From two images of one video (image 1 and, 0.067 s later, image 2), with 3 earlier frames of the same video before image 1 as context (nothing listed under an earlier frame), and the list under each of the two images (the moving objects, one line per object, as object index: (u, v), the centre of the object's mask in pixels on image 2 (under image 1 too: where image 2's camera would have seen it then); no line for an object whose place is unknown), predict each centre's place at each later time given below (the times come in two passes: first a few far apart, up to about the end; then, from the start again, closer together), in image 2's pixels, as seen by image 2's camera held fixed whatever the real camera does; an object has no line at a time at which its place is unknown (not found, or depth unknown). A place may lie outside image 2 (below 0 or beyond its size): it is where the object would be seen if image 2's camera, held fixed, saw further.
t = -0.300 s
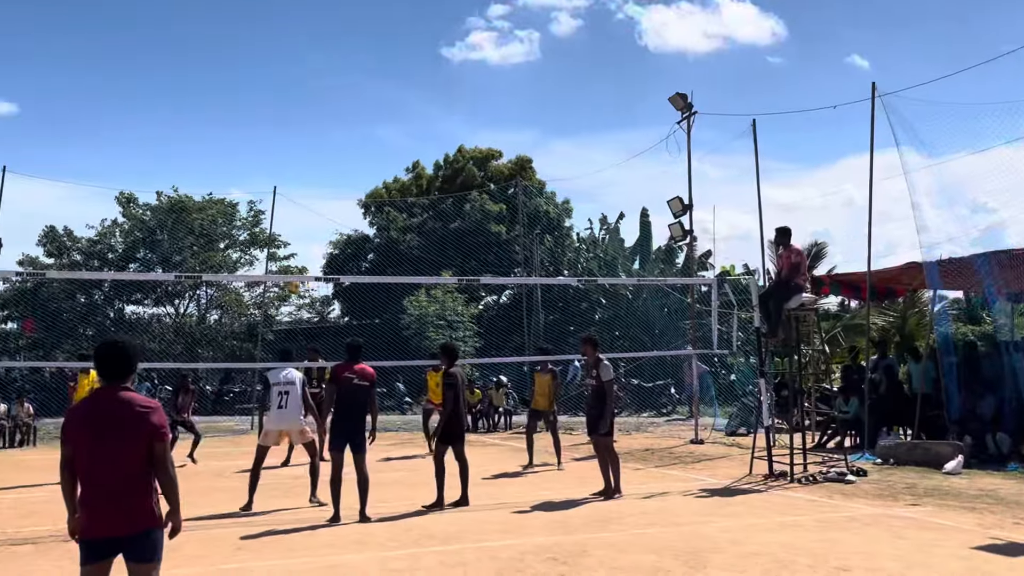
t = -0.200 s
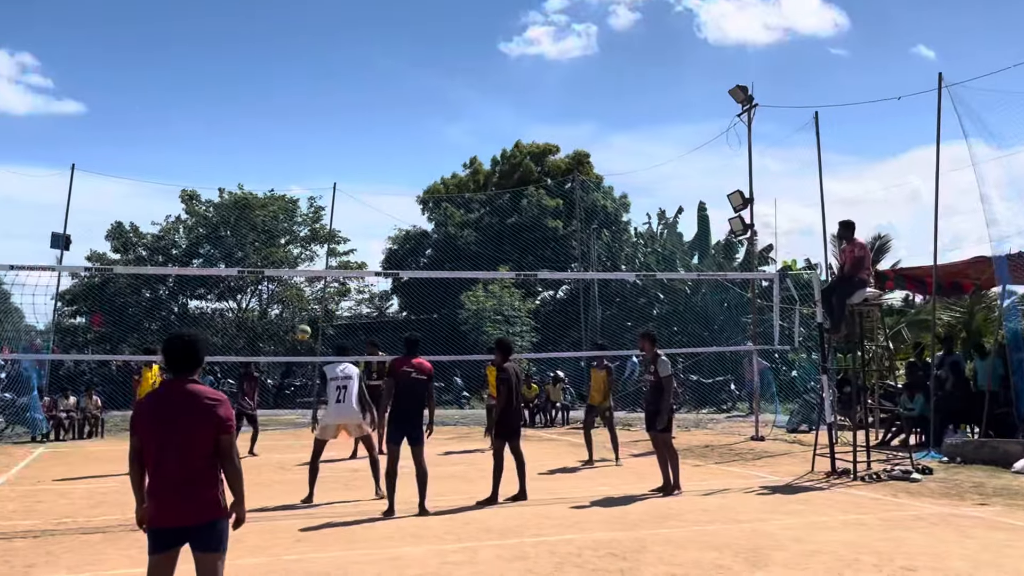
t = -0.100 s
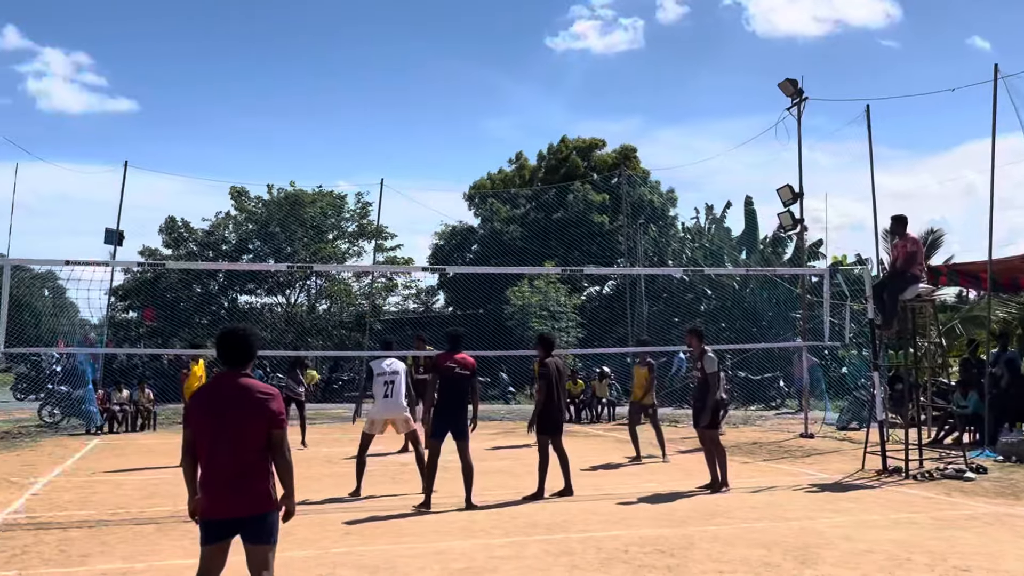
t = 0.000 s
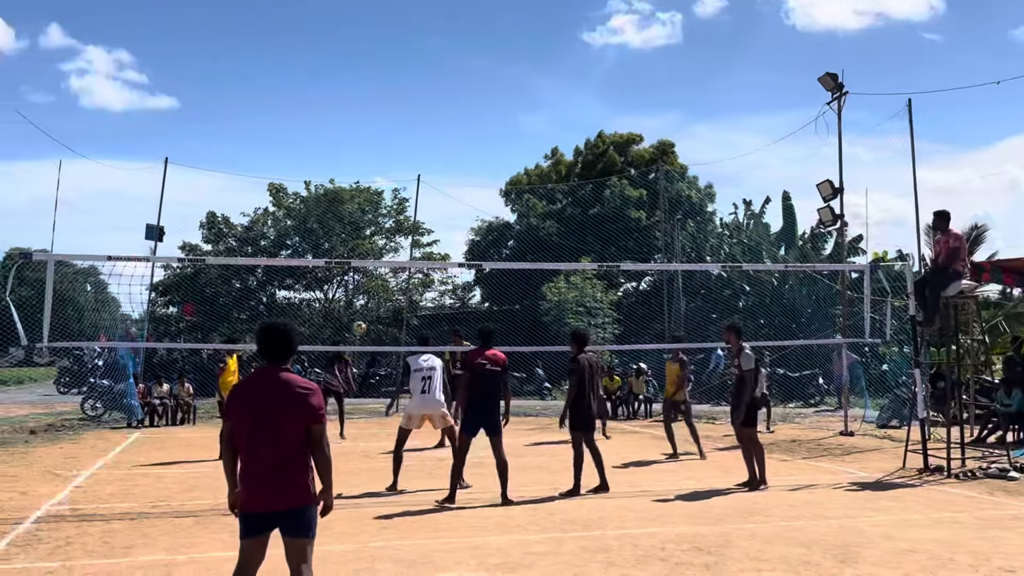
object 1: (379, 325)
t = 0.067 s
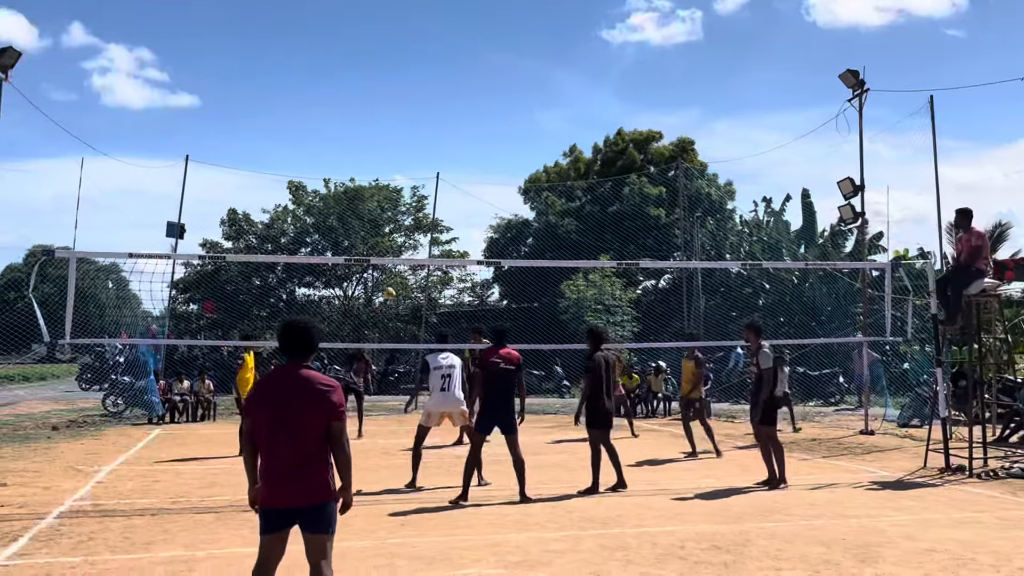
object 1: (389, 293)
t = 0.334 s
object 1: (427, 190)
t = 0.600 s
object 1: (472, 125)
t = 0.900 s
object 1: (529, 106)
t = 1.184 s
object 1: (589, 148)
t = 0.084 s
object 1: (390, 287)
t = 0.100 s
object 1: (391, 278)
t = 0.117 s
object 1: (396, 270)
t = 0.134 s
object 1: (398, 268)
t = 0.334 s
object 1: (427, 190)
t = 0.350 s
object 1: (430, 184)
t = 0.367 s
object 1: (433, 179)
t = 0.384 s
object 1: (435, 174)
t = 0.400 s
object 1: (438, 170)
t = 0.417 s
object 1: (441, 165)
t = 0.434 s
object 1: (443, 160)
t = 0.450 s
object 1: (446, 156)
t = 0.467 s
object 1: (449, 152)
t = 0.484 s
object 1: (452, 148)
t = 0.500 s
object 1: (454, 144)
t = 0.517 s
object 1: (457, 140)
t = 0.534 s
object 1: (460, 137)
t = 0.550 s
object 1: (463, 134)
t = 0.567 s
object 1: (466, 131)
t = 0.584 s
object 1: (469, 128)
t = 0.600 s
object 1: (472, 125)
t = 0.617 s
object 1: (475, 123)
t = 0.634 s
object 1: (478, 121)
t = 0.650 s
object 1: (481, 118)
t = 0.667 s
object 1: (484, 116)
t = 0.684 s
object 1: (487, 114)
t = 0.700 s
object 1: (490, 112)
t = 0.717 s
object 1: (493, 111)
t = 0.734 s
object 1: (496, 110)
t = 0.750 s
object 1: (499, 108)
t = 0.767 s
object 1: (502, 107)
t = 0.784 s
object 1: (505, 107)
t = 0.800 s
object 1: (509, 106)
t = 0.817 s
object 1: (512, 106)
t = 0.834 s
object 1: (515, 106)
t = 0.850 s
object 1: (518, 106)
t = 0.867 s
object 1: (522, 106)
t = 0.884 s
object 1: (525, 106)
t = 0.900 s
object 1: (529, 106)
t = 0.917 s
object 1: (532, 107)
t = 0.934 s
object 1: (535, 108)
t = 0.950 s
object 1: (539, 109)
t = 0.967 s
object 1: (542, 111)
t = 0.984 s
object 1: (546, 113)
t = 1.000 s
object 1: (549, 114)
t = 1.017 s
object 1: (553, 116)
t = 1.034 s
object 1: (556, 119)
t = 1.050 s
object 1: (560, 121)
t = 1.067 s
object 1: (564, 124)
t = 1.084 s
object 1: (568, 126)
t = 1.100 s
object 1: (571, 129)
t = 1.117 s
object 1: (575, 132)
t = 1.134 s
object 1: (579, 136)
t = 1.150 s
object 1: (583, 140)
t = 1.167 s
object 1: (587, 144)
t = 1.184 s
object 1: (589, 148)
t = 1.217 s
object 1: (599, 156)
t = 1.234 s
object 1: (603, 162)
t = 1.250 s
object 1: (607, 167)
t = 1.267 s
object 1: (611, 172)
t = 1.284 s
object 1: (616, 178)
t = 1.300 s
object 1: (620, 183)
